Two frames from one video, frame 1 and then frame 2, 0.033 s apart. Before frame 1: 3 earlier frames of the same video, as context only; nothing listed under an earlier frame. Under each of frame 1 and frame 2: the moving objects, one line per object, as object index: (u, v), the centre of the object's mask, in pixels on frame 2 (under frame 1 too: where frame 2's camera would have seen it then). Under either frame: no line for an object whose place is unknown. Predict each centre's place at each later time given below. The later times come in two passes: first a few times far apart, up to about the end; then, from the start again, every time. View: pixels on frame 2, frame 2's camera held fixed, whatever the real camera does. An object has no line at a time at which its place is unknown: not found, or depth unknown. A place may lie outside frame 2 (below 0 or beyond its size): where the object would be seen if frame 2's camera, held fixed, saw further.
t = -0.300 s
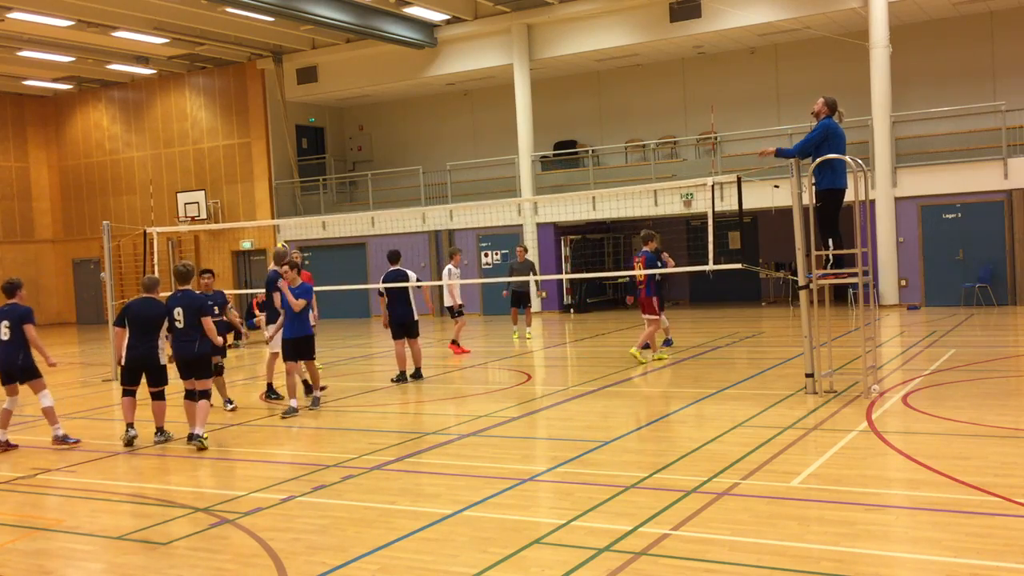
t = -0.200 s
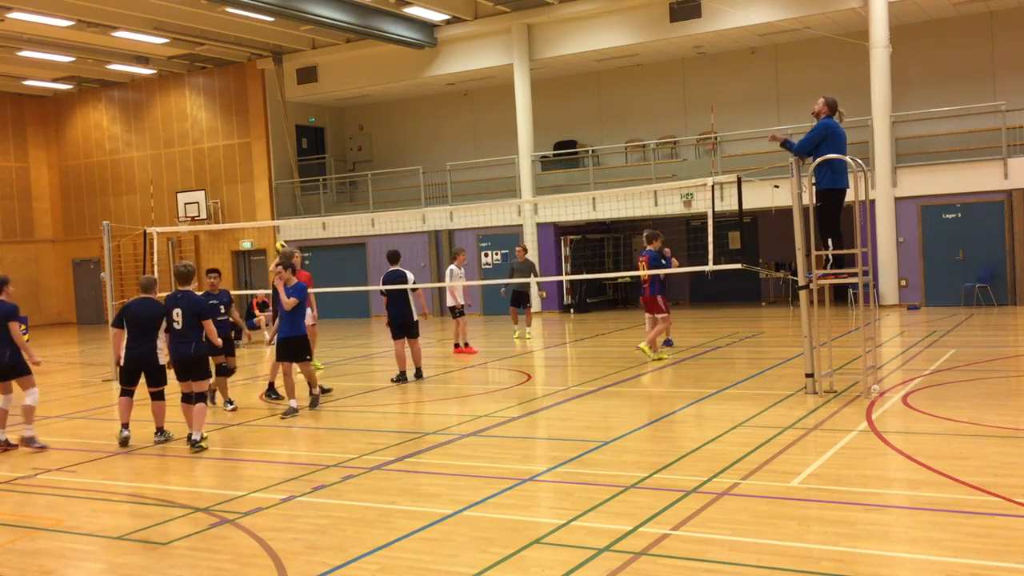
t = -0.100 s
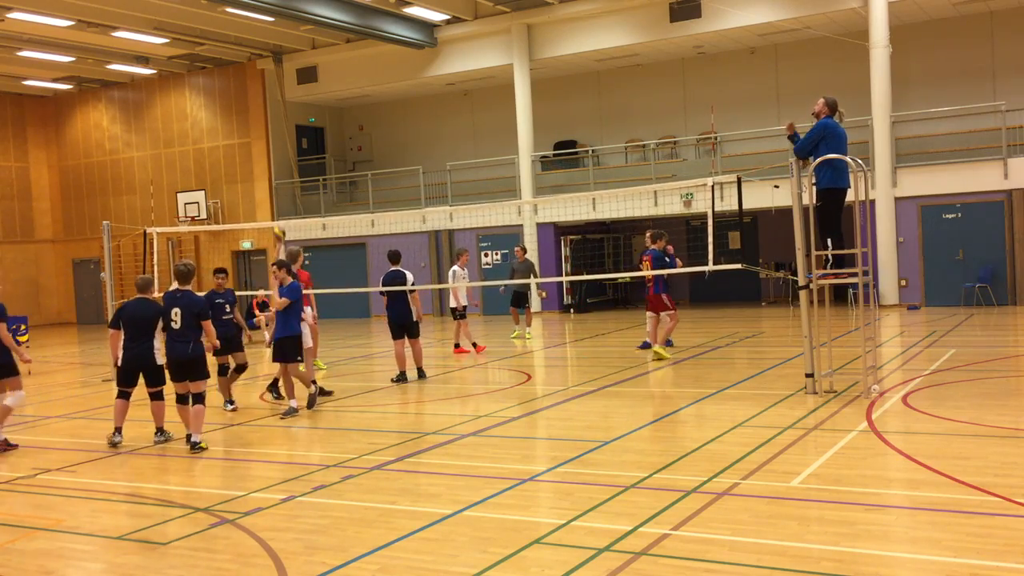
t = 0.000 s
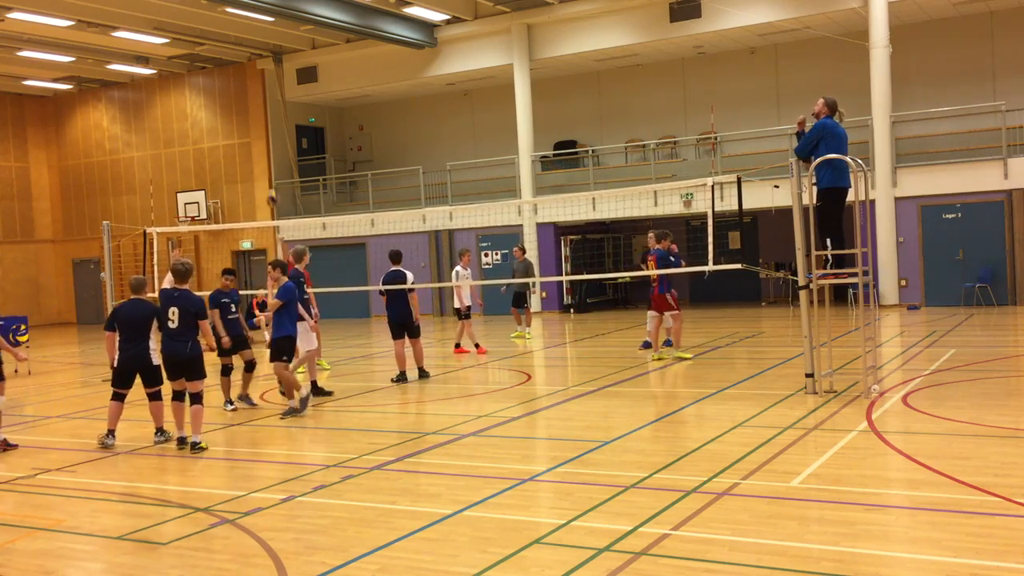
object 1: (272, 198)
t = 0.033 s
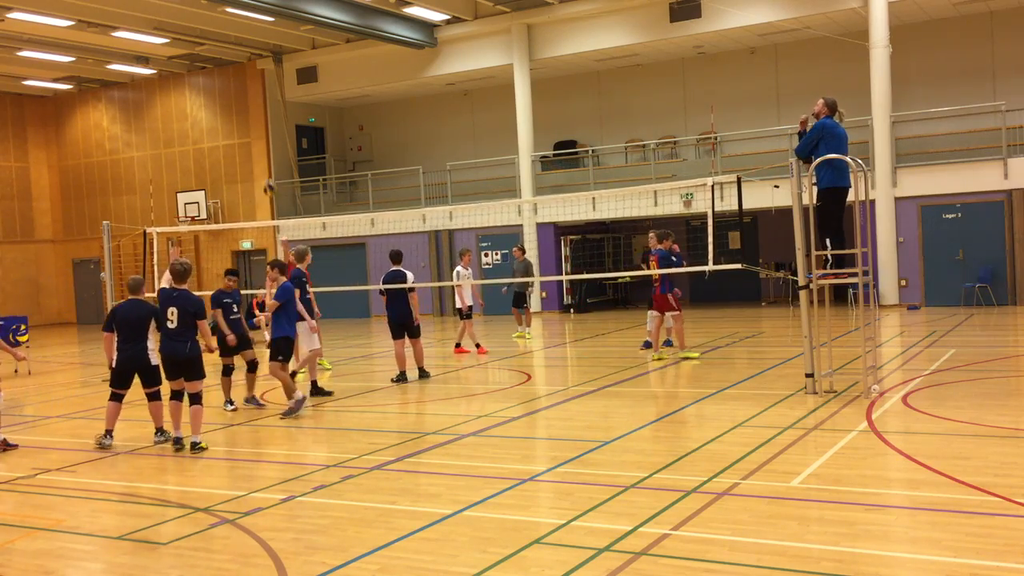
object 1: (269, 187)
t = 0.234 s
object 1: (252, 133)
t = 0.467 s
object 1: (234, 102)
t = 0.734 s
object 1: (216, 117)
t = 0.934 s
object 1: (203, 173)
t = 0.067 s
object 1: (267, 178)
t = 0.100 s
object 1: (264, 167)
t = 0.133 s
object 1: (261, 157)
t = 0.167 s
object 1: (258, 148)
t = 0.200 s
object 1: (255, 140)
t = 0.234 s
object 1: (252, 133)
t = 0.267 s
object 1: (250, 127)
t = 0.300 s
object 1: (248, 121)
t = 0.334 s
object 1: (245, 115)
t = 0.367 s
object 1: (242, 111)
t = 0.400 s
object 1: (239, 107)
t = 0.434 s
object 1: (237, 105)
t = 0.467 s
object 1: (234, 102)
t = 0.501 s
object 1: (232, 101)
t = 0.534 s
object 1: (229, 101)
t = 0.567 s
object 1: (227, 101)
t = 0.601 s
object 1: (224, 103)
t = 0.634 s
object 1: (222, 105)
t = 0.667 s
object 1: (220, 108)
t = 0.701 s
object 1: (218, 112)
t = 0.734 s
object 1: (216, 117)
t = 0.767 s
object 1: (214, 123)
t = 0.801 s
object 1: (212, 131)
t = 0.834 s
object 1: (209, 140)
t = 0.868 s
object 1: (206, 149)
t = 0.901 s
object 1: (204, 160)
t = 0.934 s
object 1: (203, 173)
